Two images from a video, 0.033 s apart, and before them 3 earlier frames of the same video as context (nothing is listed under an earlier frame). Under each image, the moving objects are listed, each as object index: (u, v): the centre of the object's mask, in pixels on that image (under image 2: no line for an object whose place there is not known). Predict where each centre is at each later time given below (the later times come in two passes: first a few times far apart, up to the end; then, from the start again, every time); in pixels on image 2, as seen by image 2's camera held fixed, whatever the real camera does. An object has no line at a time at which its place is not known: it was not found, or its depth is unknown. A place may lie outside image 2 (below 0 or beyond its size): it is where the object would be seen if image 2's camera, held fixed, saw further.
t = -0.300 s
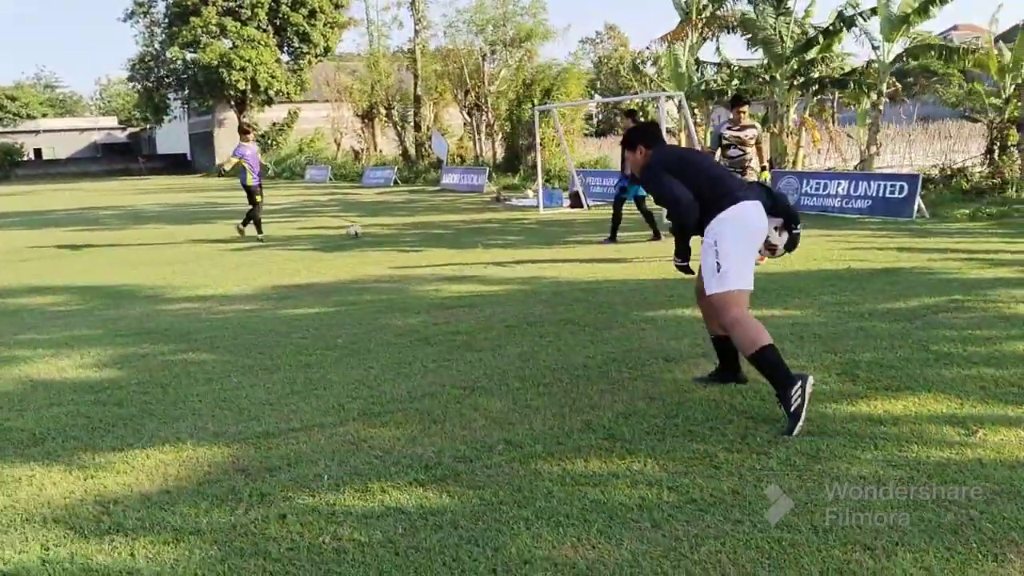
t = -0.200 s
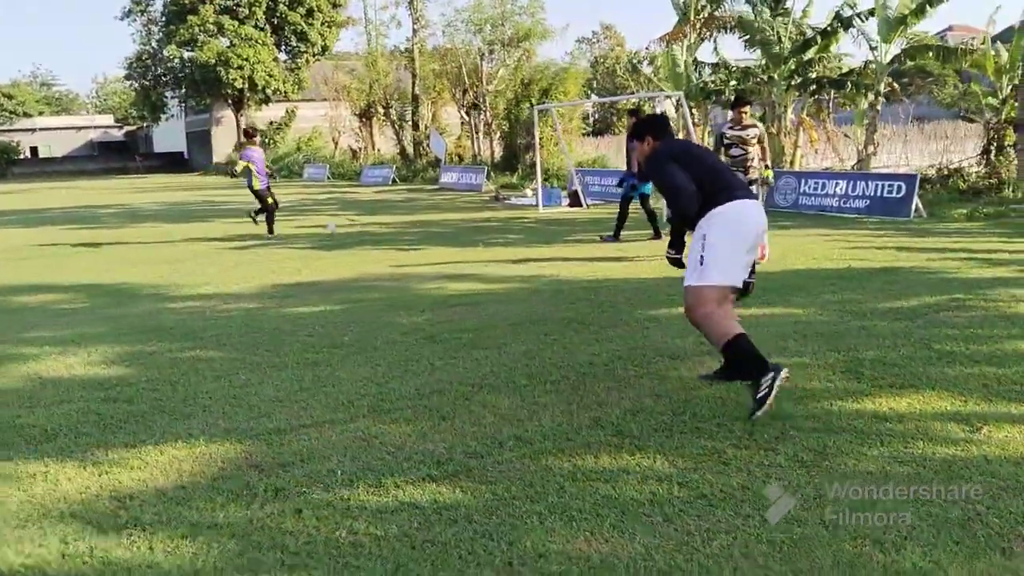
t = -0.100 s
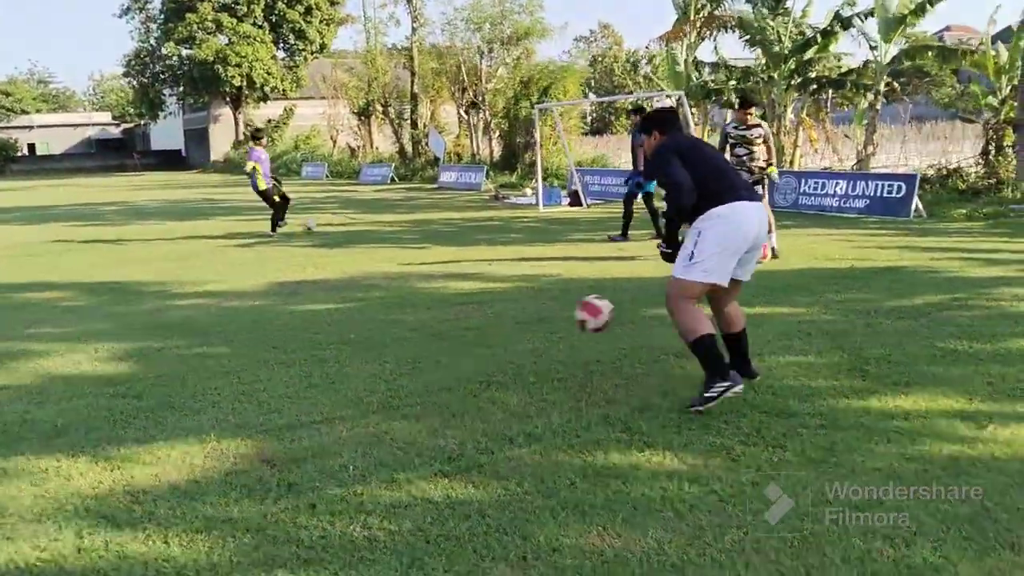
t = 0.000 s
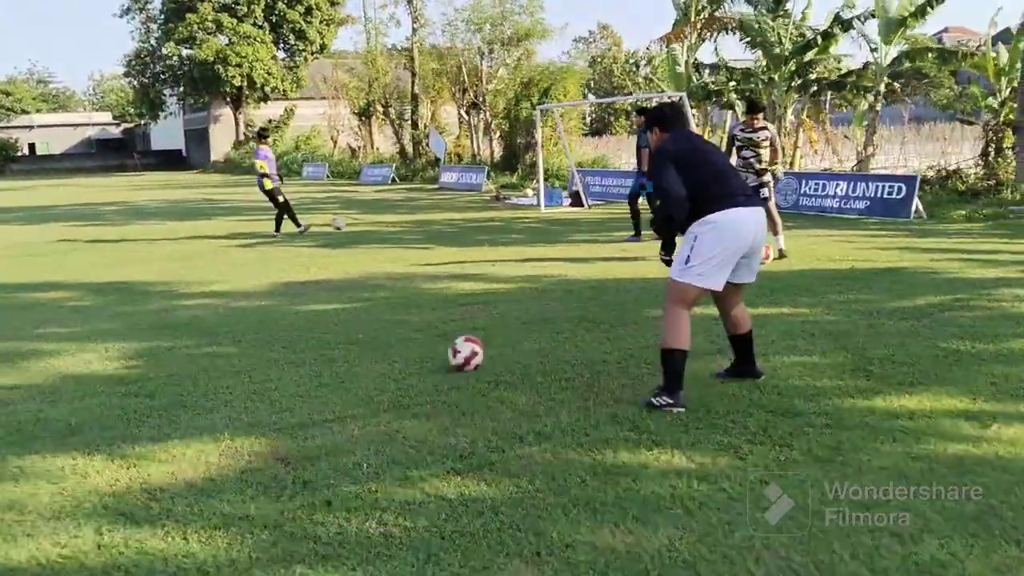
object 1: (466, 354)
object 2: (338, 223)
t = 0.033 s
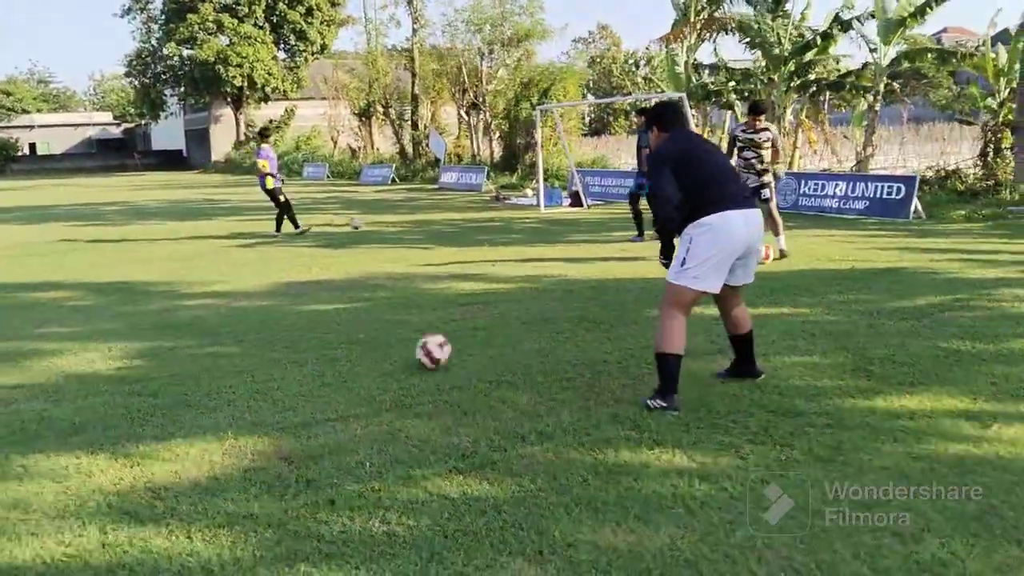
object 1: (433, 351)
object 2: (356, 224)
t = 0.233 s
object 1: (269, 334)
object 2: (472, 230)
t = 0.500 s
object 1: (74, 350)
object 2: (607, 223)
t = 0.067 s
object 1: (405, 344)
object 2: (374, 223)
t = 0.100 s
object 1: (378, 338)
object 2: (393, 224)
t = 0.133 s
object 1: (350, 334)
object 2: (415, 224)
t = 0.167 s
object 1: (321, 333)
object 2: (430, 225)
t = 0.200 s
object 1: (294, 334)
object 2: (452, 227)
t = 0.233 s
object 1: (269, 334)
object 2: (472, 230)
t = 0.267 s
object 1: (244, 338)
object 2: (488, 229)
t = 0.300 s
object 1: (218, 345)
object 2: (504, 226)
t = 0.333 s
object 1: (194, 351)
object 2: (521, 224)
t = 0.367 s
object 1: (168, 349)
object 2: (539, 223)
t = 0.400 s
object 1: (144, 348)
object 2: (555, 221)
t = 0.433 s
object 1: (121, 347)
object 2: (572, 222)
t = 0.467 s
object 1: (98, 348)
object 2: (590, 222)
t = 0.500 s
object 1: (74, 350)
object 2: (607, 223)
